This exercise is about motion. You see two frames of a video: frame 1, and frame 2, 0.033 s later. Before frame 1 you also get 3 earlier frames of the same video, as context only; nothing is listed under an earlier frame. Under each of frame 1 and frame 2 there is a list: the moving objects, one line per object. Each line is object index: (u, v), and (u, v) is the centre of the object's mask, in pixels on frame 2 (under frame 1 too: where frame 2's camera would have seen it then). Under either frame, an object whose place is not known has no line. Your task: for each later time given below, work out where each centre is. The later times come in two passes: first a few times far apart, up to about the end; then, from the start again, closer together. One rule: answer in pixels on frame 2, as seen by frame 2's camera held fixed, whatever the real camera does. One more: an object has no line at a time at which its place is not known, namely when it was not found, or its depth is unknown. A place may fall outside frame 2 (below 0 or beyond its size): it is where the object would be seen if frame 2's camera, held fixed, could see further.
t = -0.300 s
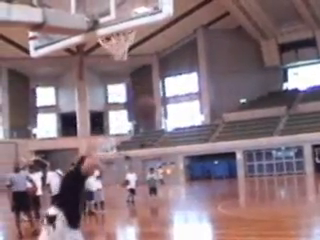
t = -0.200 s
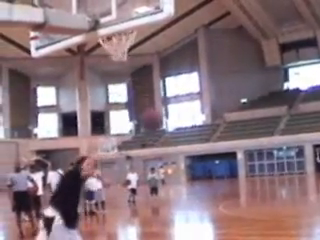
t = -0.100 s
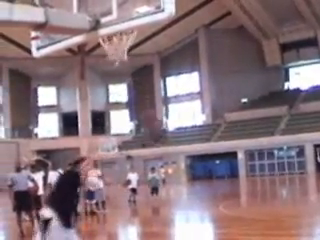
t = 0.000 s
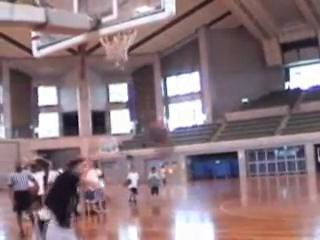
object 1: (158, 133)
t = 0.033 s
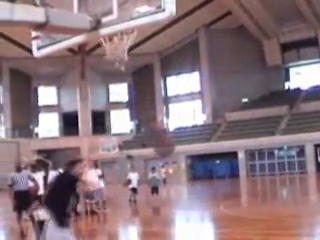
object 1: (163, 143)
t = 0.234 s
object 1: (170, 159)
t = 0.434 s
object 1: (181, 192)
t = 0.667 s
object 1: (187, 211)
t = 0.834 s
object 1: (194, 231)
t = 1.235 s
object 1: (226, 235)
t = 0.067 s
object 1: (164, 144)
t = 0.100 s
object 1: (163, 143)
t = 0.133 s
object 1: (164, 145)
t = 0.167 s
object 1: (169, 158)
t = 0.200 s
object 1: (169, 159)
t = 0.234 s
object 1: (170, 159)
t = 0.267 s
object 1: (170, 160)
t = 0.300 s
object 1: (173, 170)
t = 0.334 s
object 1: (175, 175)
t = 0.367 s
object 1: (175, 176)
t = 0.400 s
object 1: (175, 177)
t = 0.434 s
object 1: (181, 192)
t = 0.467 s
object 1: (181, 193)
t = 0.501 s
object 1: (181, 193)
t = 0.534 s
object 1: (181, 194)
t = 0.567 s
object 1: (187, 211)
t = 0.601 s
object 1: (187, 211)
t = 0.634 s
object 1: (187, 211)
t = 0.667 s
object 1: (187, 211)
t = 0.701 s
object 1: (194, 231)
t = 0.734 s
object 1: (194, 231)
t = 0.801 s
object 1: (194, 231)
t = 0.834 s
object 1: (194, 231)
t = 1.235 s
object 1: (226, 235)
